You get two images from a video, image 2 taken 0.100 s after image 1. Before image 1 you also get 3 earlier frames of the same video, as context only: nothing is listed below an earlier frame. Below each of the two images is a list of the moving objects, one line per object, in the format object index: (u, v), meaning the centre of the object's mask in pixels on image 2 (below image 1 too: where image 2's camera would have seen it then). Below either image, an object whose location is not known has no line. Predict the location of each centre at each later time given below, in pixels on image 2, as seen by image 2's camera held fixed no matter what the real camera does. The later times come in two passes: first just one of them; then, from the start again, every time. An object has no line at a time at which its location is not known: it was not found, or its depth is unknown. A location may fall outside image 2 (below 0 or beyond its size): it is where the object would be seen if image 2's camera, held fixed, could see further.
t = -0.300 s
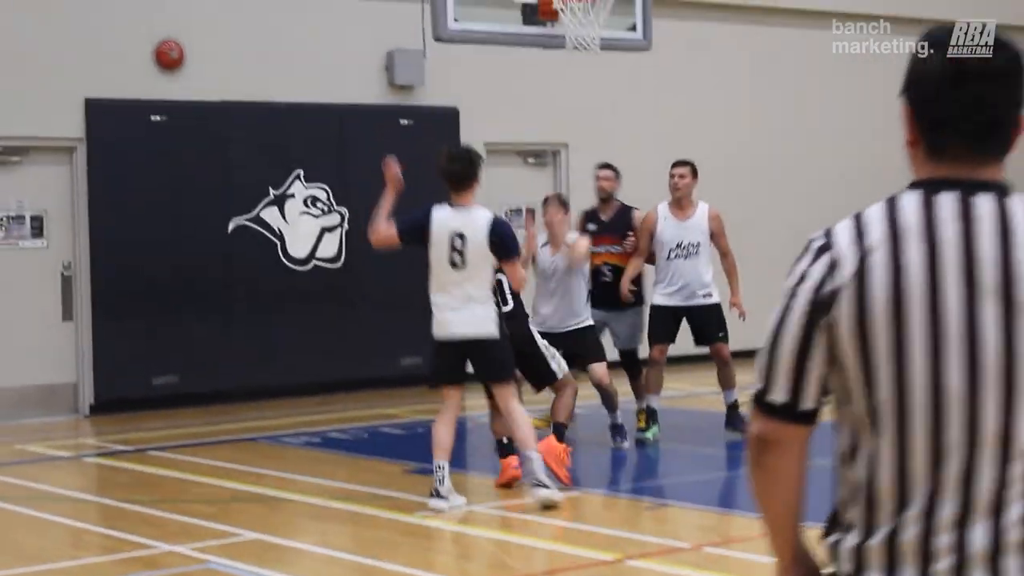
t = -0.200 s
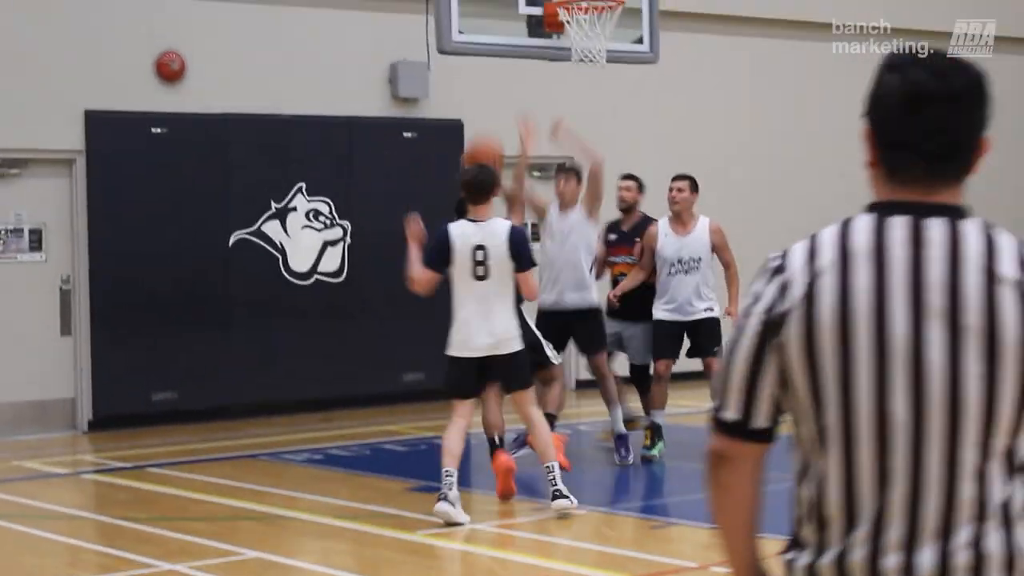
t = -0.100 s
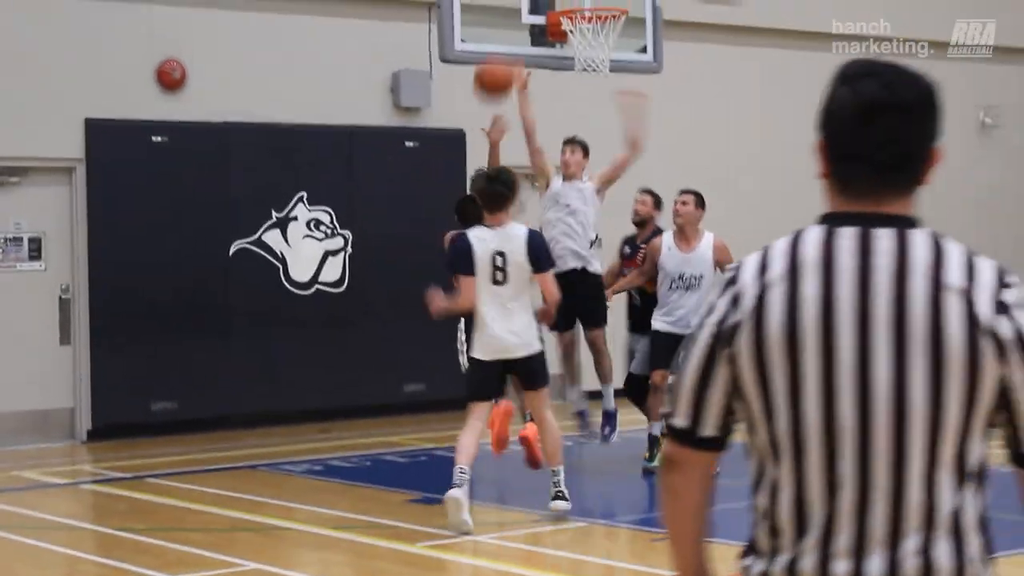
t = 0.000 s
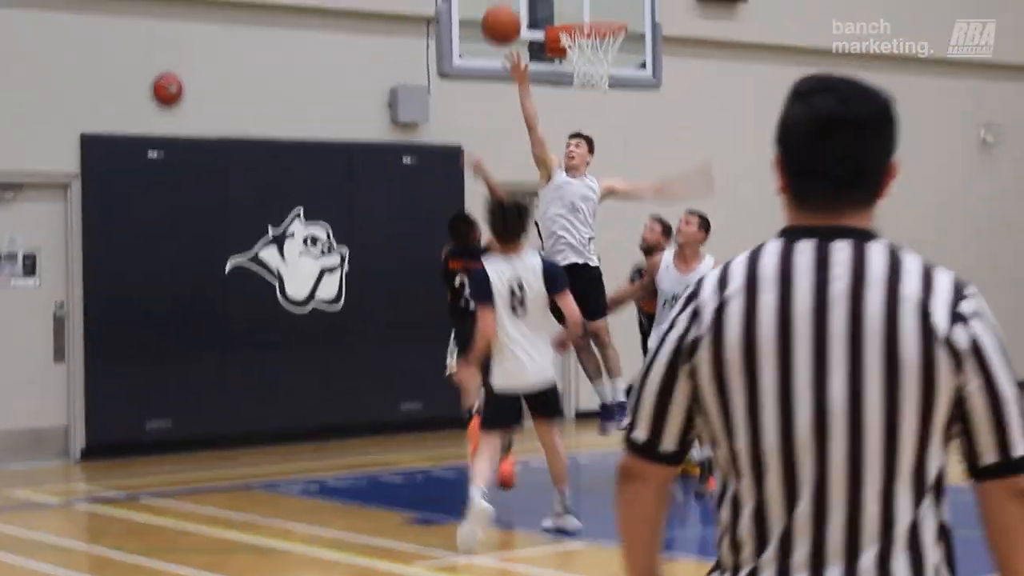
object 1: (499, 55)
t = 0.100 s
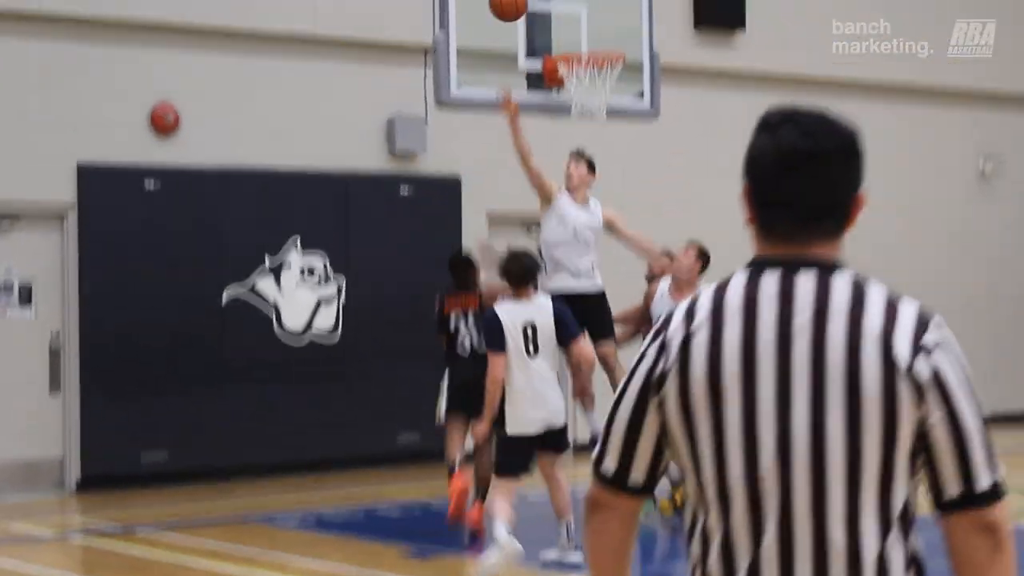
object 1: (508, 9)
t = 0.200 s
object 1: (516, -29)
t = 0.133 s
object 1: (511, -4)
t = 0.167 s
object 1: (513, -17)
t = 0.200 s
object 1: (516, -29)
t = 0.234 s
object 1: (520, -41)
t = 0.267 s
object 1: (521, -46)
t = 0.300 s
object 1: (523, -49)
